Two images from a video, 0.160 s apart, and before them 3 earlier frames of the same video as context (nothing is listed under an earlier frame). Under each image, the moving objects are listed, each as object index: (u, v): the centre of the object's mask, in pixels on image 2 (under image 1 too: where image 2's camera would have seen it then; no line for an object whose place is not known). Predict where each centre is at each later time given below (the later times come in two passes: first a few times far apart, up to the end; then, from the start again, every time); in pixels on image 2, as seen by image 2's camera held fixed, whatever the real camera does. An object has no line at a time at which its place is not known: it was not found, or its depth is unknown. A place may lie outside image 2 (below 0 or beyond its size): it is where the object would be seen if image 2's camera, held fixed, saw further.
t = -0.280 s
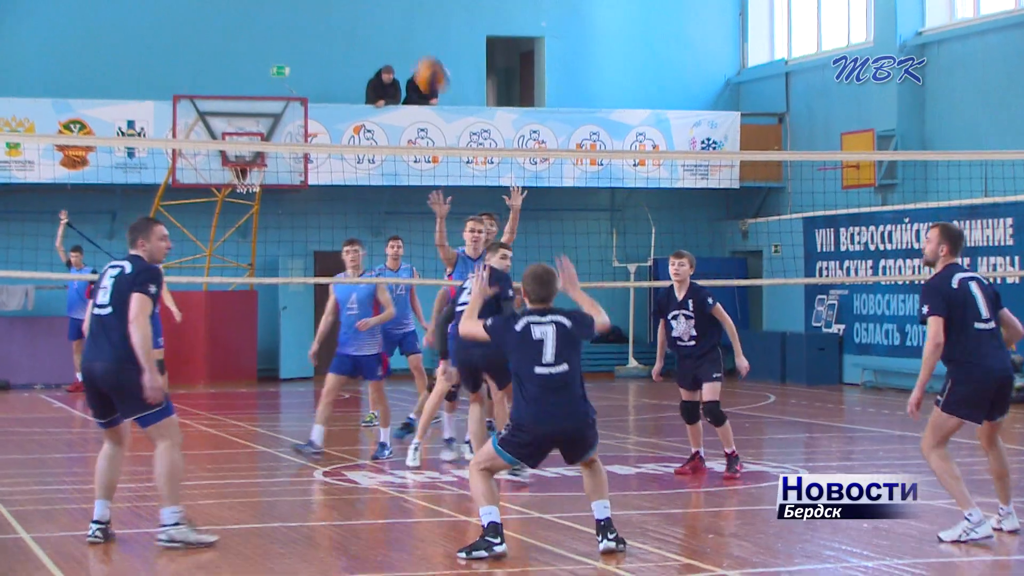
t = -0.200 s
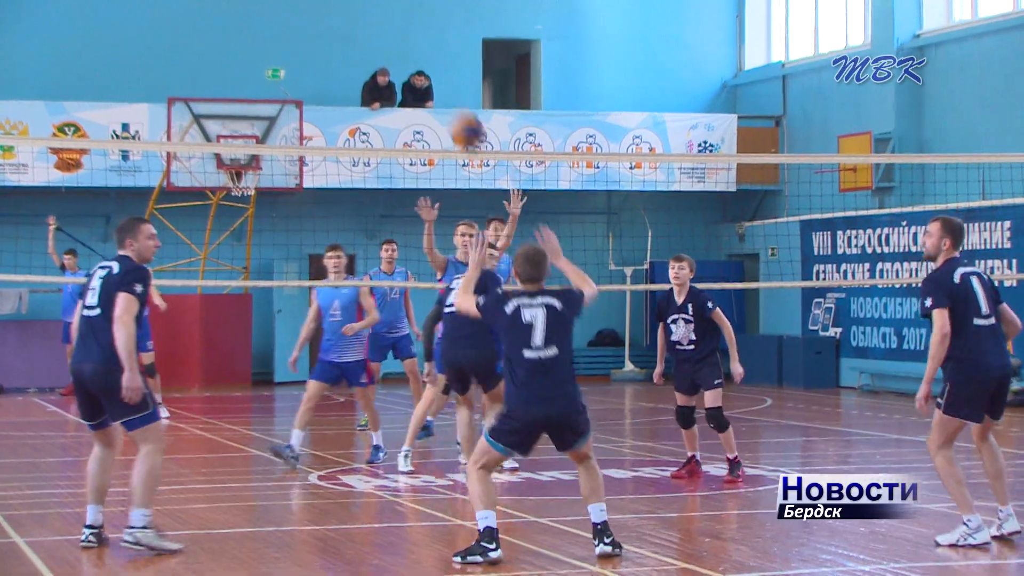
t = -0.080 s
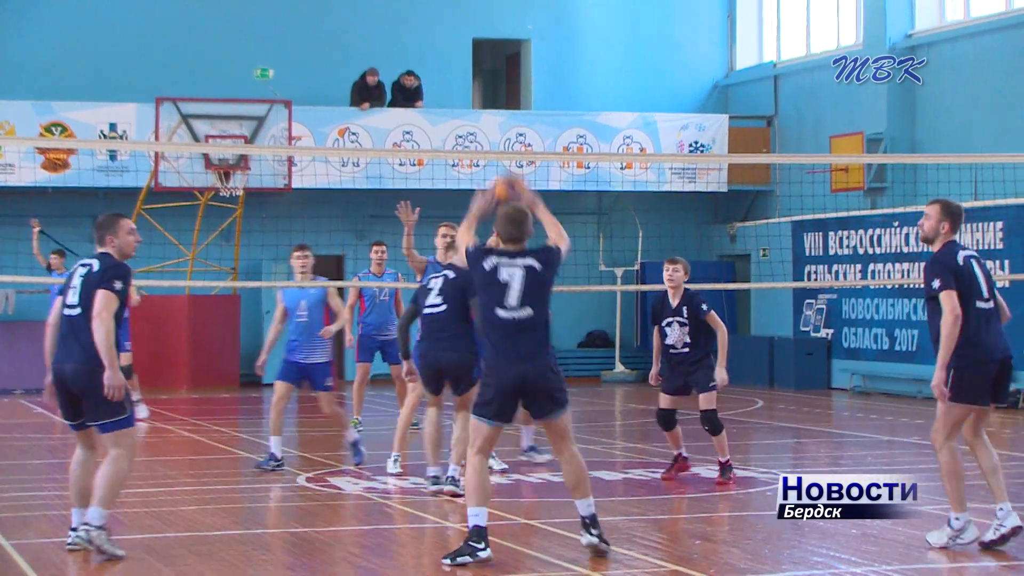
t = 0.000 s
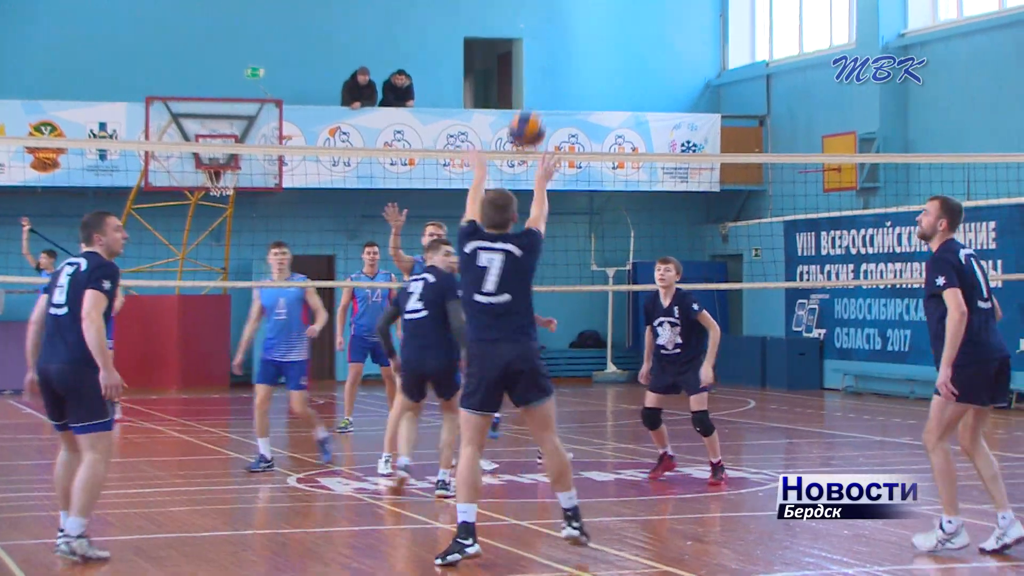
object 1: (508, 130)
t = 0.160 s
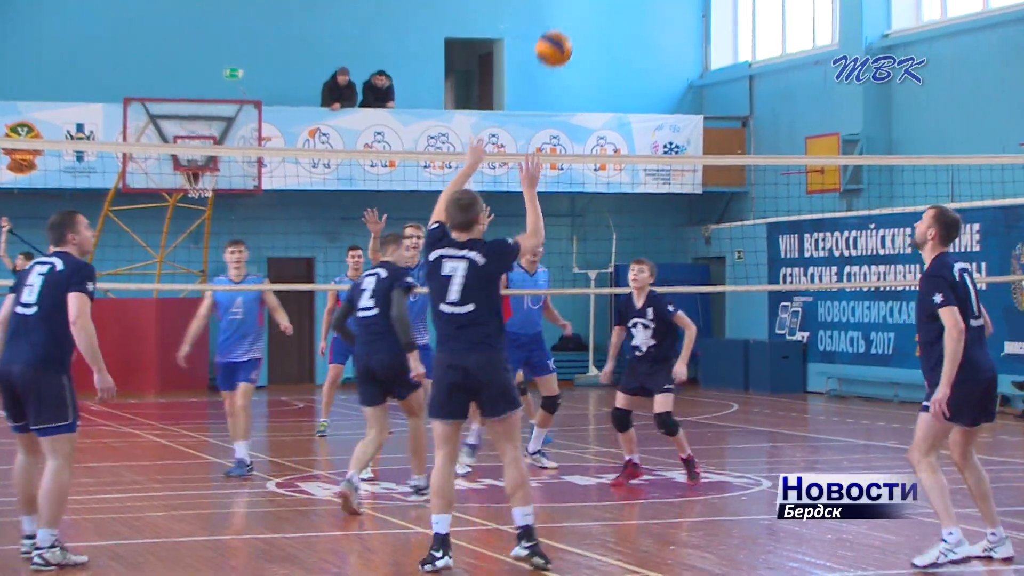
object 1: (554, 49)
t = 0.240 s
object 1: (574, 26)
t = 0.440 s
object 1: (624, 16)
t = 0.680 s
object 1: (675, 87)
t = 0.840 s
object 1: (705, 178)
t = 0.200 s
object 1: (564, 36)
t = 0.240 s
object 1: (574, 26)
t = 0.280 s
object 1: (585, 19)
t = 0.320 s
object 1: (595, 15)
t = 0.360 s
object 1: (605, 14)
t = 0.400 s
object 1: (615, 14)
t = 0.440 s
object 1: (624, 16)
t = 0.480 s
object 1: (633, 22)
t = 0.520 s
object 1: (642, 30)
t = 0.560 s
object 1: (650, 41)
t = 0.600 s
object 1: (659, 54)
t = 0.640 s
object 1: (667, 70)
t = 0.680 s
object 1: (675, 87)
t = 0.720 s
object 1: (683, 105)
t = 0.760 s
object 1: (690, 129)
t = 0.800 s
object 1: (697, 155)
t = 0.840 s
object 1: (705, 178)
